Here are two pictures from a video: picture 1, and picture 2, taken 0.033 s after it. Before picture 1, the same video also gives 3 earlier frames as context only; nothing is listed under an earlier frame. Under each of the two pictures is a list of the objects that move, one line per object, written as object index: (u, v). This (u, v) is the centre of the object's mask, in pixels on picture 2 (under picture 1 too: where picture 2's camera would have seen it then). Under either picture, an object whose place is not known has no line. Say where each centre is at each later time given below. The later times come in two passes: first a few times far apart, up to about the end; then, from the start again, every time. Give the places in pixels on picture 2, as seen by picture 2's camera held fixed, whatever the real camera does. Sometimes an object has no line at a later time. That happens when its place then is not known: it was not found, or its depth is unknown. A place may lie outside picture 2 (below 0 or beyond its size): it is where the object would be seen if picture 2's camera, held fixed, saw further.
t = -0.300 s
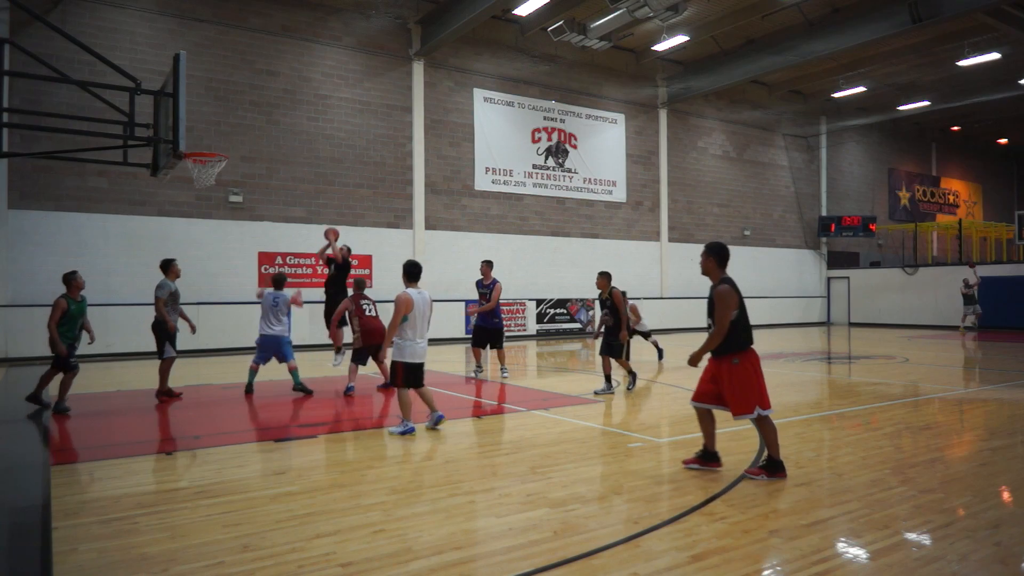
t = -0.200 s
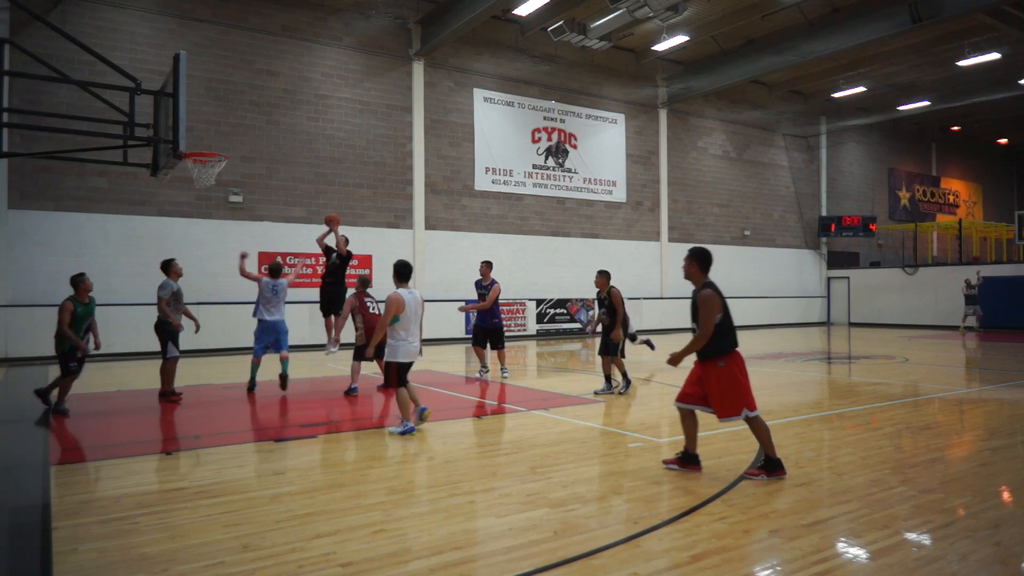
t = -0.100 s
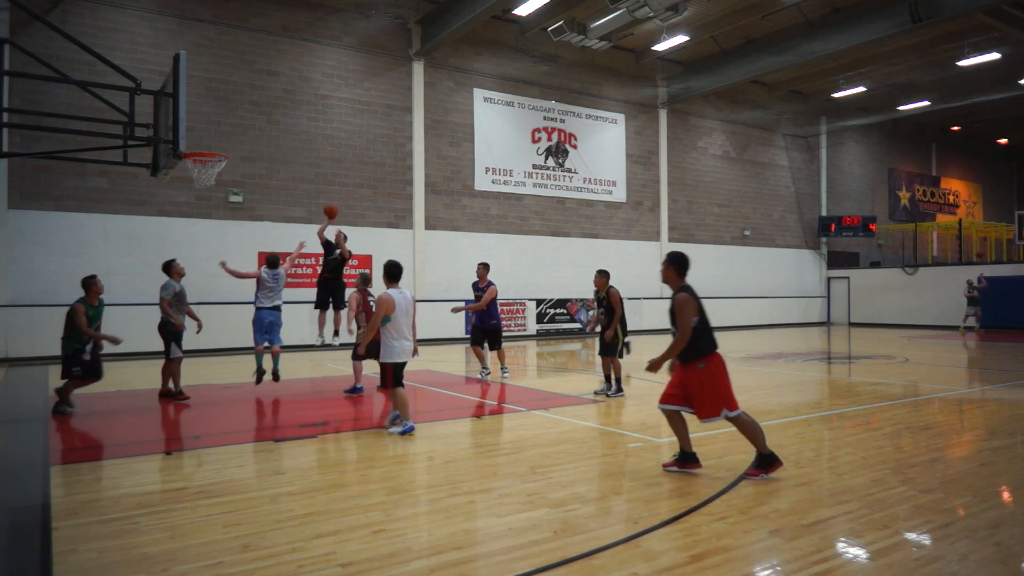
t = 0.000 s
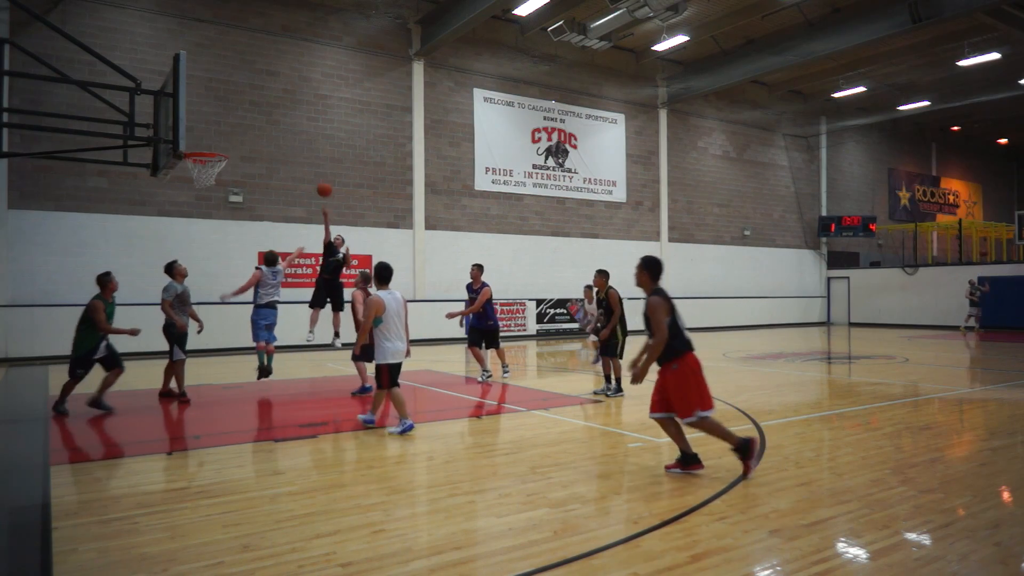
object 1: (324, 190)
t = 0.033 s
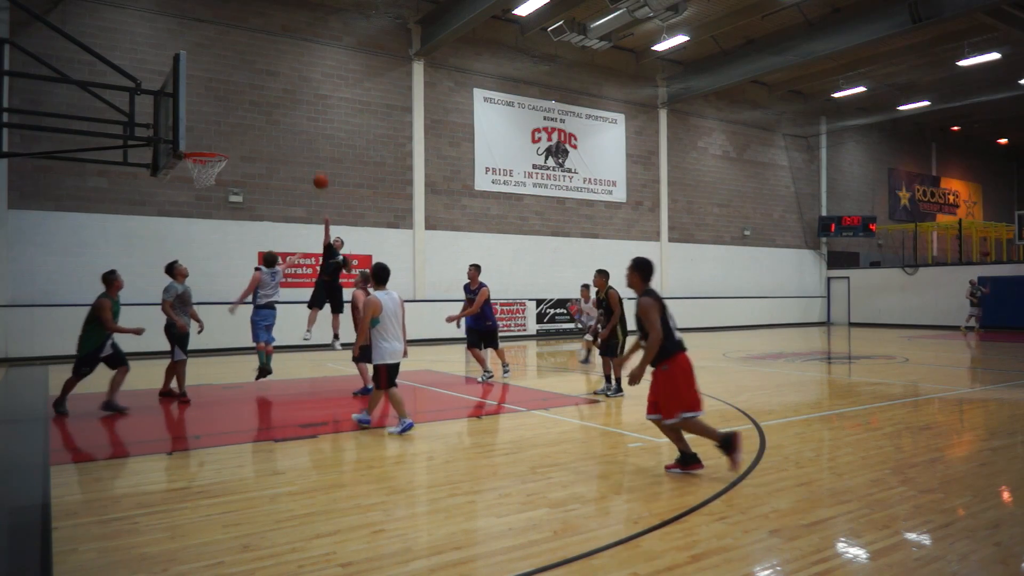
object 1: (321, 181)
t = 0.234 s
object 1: (298, 144)
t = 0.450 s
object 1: (272, 128)
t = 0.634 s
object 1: (245, 141)
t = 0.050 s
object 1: (319, 177)
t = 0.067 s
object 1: (317, 174)
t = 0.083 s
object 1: (315, 170)
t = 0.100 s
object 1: (313, 167)
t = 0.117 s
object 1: (312, 163)
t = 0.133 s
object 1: (309, 160)
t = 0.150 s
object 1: (308, 156)
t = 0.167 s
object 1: (306, 154)
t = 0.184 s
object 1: (304, 151)
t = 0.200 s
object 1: (302, 148)
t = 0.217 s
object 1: (300, 146)
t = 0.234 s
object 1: (298, 144)
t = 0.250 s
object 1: (296, 142)
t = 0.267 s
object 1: (294, 140)
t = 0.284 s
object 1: (292, 137)
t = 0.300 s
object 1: (290, 136)
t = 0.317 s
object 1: (288, 134)
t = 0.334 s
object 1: (286, 133)
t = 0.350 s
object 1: (284, 131)
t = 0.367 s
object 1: (282, 130)
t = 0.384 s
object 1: (280, 129)
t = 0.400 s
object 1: (278, 129)
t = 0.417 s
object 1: (276, 128)
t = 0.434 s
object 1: (274, 128)
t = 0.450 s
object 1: (272, 128)
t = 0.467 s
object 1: (269, 128)
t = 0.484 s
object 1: (267, 129)
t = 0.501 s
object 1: (265, 129)
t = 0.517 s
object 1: (262, 130)
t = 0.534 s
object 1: (260, 131)
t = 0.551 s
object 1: (258, 132)
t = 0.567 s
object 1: (255, 133)
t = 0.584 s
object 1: (253, 135)
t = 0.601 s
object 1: (250, 137)
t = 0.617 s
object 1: (248, 139)
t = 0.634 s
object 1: (245, 141)
